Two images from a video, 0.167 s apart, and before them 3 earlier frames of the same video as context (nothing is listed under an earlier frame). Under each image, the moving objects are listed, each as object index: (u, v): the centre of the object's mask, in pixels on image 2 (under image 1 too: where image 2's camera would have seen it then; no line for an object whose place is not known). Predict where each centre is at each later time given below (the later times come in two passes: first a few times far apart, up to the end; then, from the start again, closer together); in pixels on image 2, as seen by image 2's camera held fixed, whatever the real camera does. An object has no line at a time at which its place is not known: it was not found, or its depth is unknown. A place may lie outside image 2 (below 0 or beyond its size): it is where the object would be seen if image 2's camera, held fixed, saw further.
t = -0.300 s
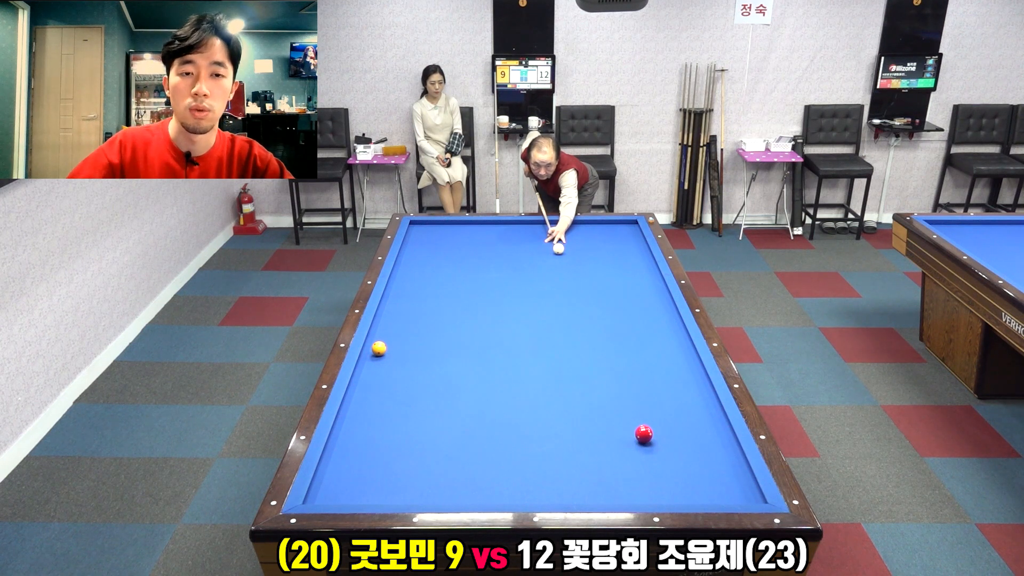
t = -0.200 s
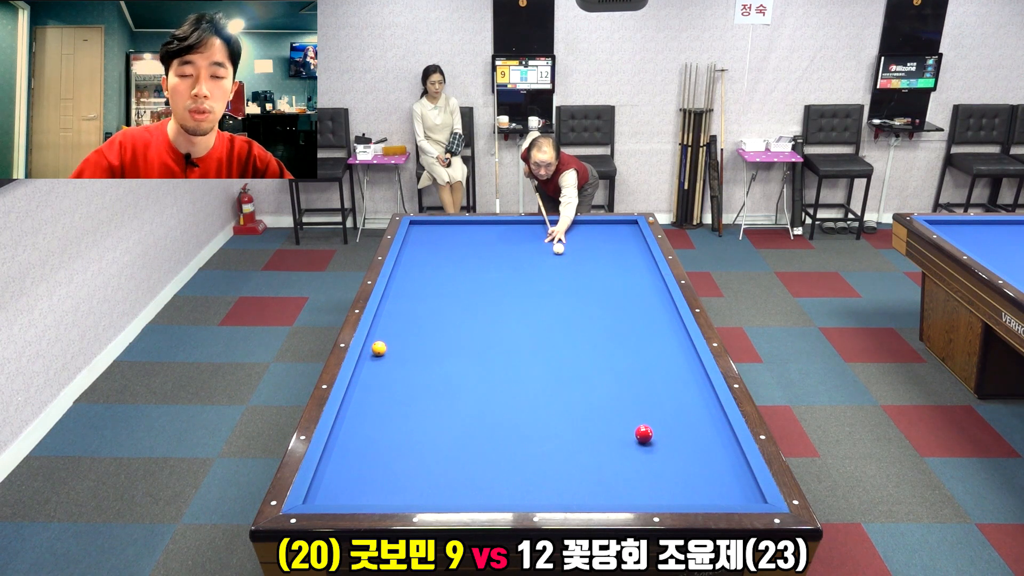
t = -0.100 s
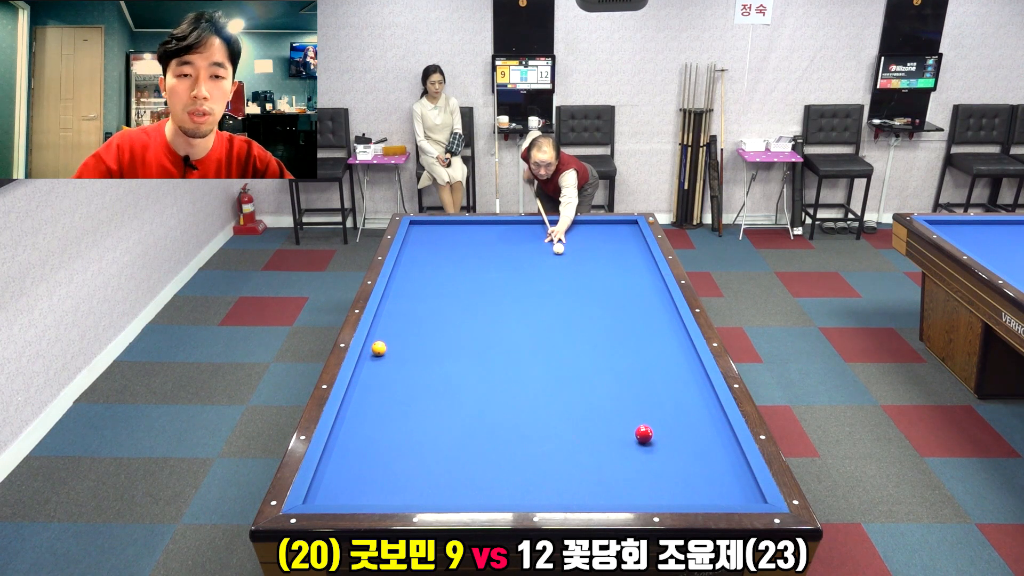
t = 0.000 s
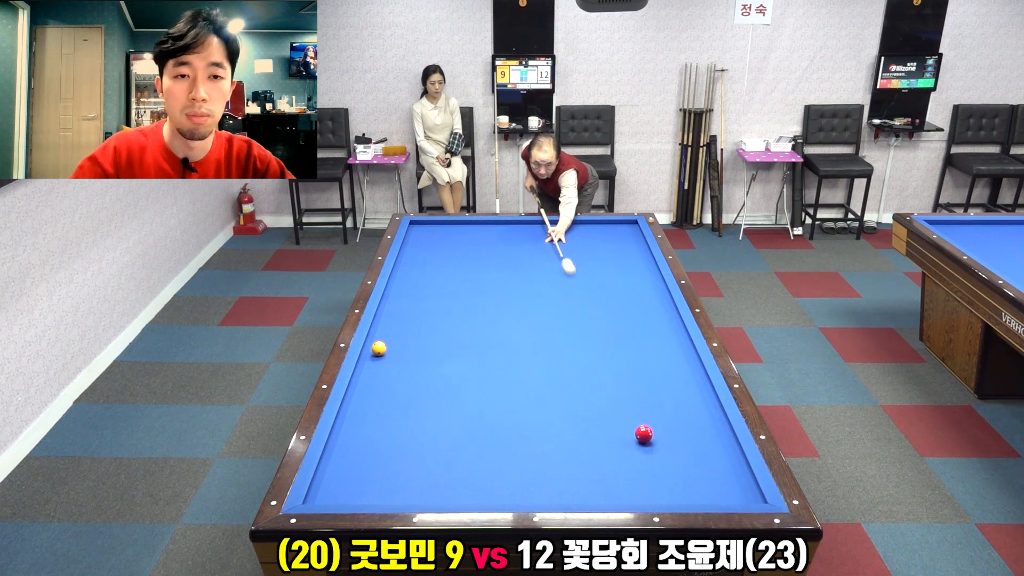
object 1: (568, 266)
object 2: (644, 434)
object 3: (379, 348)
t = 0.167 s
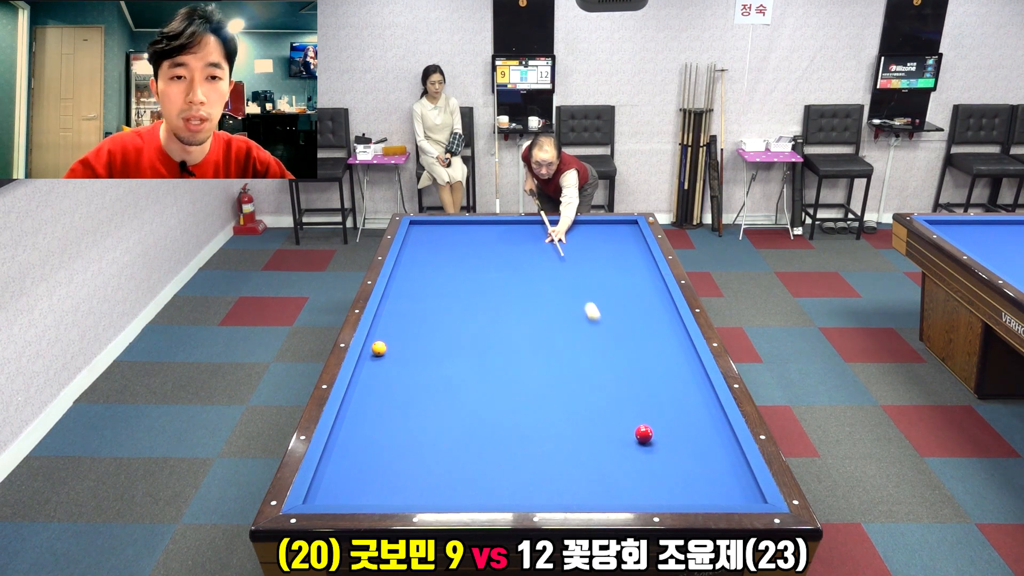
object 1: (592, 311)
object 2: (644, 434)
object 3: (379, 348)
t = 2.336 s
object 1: (382, 351)
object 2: (420, 292)
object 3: (375, 333)
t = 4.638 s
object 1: (542, 303)
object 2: (487, 241)
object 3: (437, 256)
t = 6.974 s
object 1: (637, 274)
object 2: (599, 294)
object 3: (466, 227)
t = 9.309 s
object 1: (629, 262)
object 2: (672, 343)
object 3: (474, 240)
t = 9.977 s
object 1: (625, 260)
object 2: (664, 353)
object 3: (476, 241)
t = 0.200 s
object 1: (597, 321)
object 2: (643, 434)
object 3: (379, 348)
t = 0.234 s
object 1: (602, 332)
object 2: (644, 434)
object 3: (379, 348)
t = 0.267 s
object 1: (608, 343)
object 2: (644, 434)
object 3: (379, 348)
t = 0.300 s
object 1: (614, 355)
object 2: (644, 434)
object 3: (379, 348)
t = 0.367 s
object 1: (628, 381)
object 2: (644, 434)
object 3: (379, 348)
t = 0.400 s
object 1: (636, 395)
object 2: (643, 434)
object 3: (379, 348)
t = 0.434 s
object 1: (643, 409)
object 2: (644, 434)
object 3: (379, 348)
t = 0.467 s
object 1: (654, 423)
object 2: (643, 435)
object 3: (379, 348)
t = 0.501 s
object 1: (670, 431)
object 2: (634, 445)
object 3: (379, 348)
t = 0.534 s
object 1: (687, 437)
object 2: (625, 457)
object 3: (379, 348)
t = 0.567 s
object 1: (705, 444)
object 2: (616, 469)
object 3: (379, 348)
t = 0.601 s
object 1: (723, 452)
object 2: (607, 481)
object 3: (379, 348)
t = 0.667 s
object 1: (730, 466)
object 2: (588, 494)
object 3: (379, 348)
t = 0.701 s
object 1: (721, 474)
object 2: (582, 488)
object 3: (379, 348)
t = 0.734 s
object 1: (713, 480)
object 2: (576, 479)
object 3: (379, 348)
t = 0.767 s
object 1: (706, 488)
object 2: (570, 472)
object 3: (379, 348)
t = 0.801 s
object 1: (699, 495)
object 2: (564, 465)
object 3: (379, 348)
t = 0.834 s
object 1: (687, 493)
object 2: (559, 458)
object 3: (379, 348)
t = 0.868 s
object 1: (674, 487)
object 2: (554, 453)
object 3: (379, 348)
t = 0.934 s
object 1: (652, 475)
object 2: (546, 442)
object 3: (379, 348)
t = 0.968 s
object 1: (641, 470)
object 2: (541, 436)
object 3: (379, 348)
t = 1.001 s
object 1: (631, 465)
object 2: (537, 431)
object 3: (379, 348)
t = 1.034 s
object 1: (620, 460)
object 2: (533, 426)
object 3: (379, 348)
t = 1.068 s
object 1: (611, 457)
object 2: (528, 421)
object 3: (379, 348)
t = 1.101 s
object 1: (601, 453)
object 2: (525, 416)
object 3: (379, 348)
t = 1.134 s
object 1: (592, 448)
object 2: (520, 412)
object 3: (379, 348)
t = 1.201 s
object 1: (573, 440)
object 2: (513, 403)
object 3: (379, 348)
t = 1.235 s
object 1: (565, 436)
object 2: (509, 398)
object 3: (379, 348)
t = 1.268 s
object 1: (556, 432)
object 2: (506, 394)
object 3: (379, 348)
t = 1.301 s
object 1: (547, 428)
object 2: (502, 390)
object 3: (379, 348)
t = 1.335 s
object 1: (538, 424)
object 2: (498, 385)
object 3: (379, 348)
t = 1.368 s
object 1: (530, 421)
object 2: (495, 381)
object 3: (379, 348)
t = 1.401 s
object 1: (522, 417)
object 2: (492, 377)
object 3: (379, 348)
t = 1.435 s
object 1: (514, 413)
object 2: (489, 373)
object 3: (379, 348)
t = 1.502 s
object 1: (498, 407)
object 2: (482, 366)
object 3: (379, 348)
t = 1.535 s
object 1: (490, 403)
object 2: (479, 362)
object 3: (379, 348)
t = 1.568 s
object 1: (483, 400)
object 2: (476, 359)
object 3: (379, 348)
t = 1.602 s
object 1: (475, 396)
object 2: (473, 355)
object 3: (379, 348)
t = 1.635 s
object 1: (468, 393)
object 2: (470, 352)
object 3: (379, 348)
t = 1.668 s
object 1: (461, 390)
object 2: (468, 349)
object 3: (379, 348)
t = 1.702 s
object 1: (454, 387)
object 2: (465, 345)
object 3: (379, 348)
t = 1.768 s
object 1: (440, 381)
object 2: (459, 339)
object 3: (379, 348)
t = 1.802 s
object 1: (433, 378)
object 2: (457, 336)
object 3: (379, 348)
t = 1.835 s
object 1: (427, 375)
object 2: (454, 332)
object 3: (379, 348)
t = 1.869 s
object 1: (420, 372)
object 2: (452, 329)
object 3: (379, 348)
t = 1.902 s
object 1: (414, 369)
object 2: (449, 326)
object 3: (379, 348)
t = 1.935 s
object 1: (407, 367)
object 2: (447, 323)
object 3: (379, 348)
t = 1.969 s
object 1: (401, 364)
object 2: (444, 321)
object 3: (379, 348)
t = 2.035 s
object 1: (389, 359)
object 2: (439, 315)
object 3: (378, 348)
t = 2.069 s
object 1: (383, 356)
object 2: (437, 312)
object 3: (378, 346)
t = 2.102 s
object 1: (378, 355)
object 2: (435, 310)
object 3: (378, 344)
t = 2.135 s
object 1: (373, 355)
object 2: (433, 307)
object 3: (377, 343)
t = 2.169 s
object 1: (368, 355)
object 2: (430, 304)
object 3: (376, 342)
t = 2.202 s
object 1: (368, 355)
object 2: (428, 302)
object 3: (375, 340)
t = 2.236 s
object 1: (372, 354)
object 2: (426, 299)
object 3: (374, 338)
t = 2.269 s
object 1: (376, 352)
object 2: (424, 297)
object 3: (374, 336)
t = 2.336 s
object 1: (382, 351)
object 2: (420, 292)
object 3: (375, 333)
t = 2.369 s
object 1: (385, 350)
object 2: (418, 289)
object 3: (377, 331)
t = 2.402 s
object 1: (388, 349)
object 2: (416, 287)
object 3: (378, 329)
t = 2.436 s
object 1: (391, 348)
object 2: (414, 285)
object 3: (379, 328)
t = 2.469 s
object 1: (394, 347)
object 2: (412, 283)
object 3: (380, 326)
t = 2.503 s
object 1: (396, 346)
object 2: (410, 280)
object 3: (382, 325)
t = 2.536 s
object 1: (399, 346)
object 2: (408, 278)
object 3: (383, 323)
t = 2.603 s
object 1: (405, 344)
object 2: (405, 274)
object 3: (385, 320)
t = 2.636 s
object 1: (408, 343)
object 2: (403, 272)
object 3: (386, 319)
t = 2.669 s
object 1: (411, 342)
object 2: (401, 270)
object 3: (387, 318)
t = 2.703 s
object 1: (413, 341)
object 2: (399, 267)
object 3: (389, 316)
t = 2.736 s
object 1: (416, 341)
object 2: (399, 266)
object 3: (390, 315)
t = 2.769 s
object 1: (419, 340)
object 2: (401, 264)
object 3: (391, 313)
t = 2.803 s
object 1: (422, 339)
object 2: (403, 262)
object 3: (392, 312)
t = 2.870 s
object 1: (427, 338)
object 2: (407, 259)
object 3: (394, 309)
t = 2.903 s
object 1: (430, 337)
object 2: (408, 257)
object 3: (395, 308)
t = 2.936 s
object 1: (432, 336)
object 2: (410, 256)
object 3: (396, 307)
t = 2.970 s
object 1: (435, 335)
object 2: (412, 254)
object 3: (397, 306)
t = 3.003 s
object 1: (437, 334)
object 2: (414, 253)
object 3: (398, 304)
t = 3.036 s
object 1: (440, 334)
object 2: (415, 251)
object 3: (399, 303)
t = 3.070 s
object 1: (442, 333)
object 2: (417, 250)
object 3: (400, 302)
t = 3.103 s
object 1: (445, 332)
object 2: (419, 248)
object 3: (401, 301)
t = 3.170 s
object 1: (450, 331)
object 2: (422, 245)
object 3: (403, 298)
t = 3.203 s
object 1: (452, 330)
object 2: (424, 244)
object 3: (404, 297)
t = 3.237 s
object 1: (455, 329)
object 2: (425, 242)
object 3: (405, 296)
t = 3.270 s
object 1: (457, 328)
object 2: (427, 241)
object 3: (406, 295)
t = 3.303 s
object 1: (459, 328)
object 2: (428, 239)
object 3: (407, 293)
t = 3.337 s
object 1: (462, 327)
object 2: (430, 238)
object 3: (408, 292)
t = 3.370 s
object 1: (464, 326)
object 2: (431, 237)
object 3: (409, 291)
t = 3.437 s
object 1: (469, 325)
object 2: (435, 234)
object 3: (410, 289)
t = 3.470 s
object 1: (471, 324)
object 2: (436, 233)
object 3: (411, 288)
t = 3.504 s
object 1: (473, 323)
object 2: (437, 231)
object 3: (412, 287)
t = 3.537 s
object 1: (476, 323)
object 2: (439, 230)
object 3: (413, 286)
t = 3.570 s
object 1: (478, 322)
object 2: (440, 229)
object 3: (414, 285)
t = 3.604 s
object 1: (480, 321)
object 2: (442, 228)
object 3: (415, 284)
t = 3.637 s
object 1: (482, 321)
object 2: (443, 226)
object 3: (416, 283)
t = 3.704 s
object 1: (487, 319)
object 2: (446, 224)
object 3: (417, 280)
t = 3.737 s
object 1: (489, 319)
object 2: (447, 223)
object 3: (418, 280)
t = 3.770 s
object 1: (491, 318)
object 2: (448, 222)
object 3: (419, 279)
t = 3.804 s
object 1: (493, 318)
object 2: (450, 223)
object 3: (420, 278)
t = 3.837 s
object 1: (495, 317)
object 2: (452, 223)
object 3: (420, 277)
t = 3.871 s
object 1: (498, 316)
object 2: (453, 225)
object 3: (421, 276)
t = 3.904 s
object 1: (500, 316)
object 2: (454, 225)
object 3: (422, 275)
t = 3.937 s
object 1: (502, 315)
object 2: (456, 226)
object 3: (423, 274)
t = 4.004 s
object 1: (506, 314)
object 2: (459, 227)
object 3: (424, 272)
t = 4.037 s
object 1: (508, 313)
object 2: (460, 228)
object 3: (425, 271)
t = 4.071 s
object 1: (510, 313)
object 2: (462, 229)
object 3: (426, 270)
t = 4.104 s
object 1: (512, 312)
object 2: (463, 230)
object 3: (426, 269)
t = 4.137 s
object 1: (514, 311)
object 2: (465, 230)
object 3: (427, 268)
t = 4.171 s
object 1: (516, 311)
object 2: (466, 231)
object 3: (428, 267)
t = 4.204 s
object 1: (518, 310)
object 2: (467, 232)
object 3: (429, 266)
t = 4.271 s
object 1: (522, 309)
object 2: (470, 233)
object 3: (430, 264)
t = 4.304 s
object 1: (523, 309)
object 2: (472, 234)
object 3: (431, 264)
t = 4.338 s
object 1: (525, 308)
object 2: (473, 234)
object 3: (431, 263)
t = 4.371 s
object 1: (527, 307)
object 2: (475, 235)
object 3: (432, 262)
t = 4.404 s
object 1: (529, 307)
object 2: (476, 236)
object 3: (433, 261)
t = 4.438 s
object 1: (531, 306)
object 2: (478, 237)
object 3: (433, 260)
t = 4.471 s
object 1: (533, 306)
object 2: (479, 237)
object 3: (434, 259)
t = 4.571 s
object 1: (538, 304)
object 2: (484, 239)
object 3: (436, 257)
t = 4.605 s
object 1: (540, 304)
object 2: (485, 240)
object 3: (436, 256)
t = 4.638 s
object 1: (542, 303)
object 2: (487, 241)
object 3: (437, 256)
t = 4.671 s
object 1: (544, 303)
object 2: (488, 242)
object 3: (437, 255)
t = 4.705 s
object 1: (545, 302)
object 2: (490, 242)
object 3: (438, 254)
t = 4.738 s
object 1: (547, 301)
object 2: (491, 243)
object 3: (439, 253)
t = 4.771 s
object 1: (549, 301)
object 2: (493, 244)
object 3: (439, 252)
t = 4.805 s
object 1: (551, 300)
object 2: (495, 245)
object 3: (440, 252)
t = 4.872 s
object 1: (554, 299)
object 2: (497, 246)
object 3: (441, 250)
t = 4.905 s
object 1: (556, 299)
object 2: (499, 247)
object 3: (442, 249)
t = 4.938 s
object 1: (557, 298)
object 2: (500, 247)
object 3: (442, 249)
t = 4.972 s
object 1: (559, 298)
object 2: (502, 248)
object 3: (443, 248)
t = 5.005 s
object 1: (560, 297)
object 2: (504, 249)
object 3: (443, 247)
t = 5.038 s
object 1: (562, 297)
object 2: (505, 250)
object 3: (444, 246)
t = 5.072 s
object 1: (564, 296)
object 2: (507, 250)
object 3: (444, 246)
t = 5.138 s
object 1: (567, 295)
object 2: (510, 252)
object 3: (446, 244)
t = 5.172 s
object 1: (568, 295)
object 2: (512, 253)
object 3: (446, 244)
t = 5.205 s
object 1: (570, 294)
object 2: (513, 253)
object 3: (447, 243)
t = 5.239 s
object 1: (571, 294)
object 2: (515, 254)
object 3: (447, 242)
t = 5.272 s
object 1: (573, 293)
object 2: (516, 255)
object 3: (448, 242)
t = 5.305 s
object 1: (574, 293)
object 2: (518, 256)
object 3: (448, 241)
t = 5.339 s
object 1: (576, 292)
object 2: (519, 256)
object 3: (449, 240)
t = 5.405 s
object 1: (579, 292)
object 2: (522, 258)
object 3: (450, 239)
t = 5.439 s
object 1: (580, 291)
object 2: (524, 259)
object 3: (450, 238)
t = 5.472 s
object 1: (582, 291)
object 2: (526, 259)
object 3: (451, 238)
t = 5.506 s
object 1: (583, 290)
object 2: (527, 260)
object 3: (451, 237)
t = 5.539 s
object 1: (585, 290)
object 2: (529, 261)
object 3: (452, 236)
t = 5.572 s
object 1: (586, 289)
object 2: (530, 262)
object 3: (452, 236)
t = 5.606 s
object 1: (588, 289)
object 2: (532, 262)
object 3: (453, 235)
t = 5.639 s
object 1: (589, 289)
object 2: (534, 263)
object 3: (453, 235)
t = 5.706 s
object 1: (592, 288)
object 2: (537, 265)
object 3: (454, 233)
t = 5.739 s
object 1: (593, 287)
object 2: (539, 265)
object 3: (455, 233)
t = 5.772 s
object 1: (594, 287)
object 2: (540, 266)
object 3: (455, 232)
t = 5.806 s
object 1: (596, 287)
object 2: (542, 267)
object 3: (455, 232)
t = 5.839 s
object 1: (597, 286)
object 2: (543, 268)
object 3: (456, 231)
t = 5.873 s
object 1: (598, 286)
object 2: (545, 269)
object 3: (456, 230)
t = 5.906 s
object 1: (600, 285)
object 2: (547, 269)
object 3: (457, 230)
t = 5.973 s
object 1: (602, 284)
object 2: (550, 271)
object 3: (458, 229)
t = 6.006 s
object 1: (604, 284)
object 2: (551, 271)
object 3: (458, 228)
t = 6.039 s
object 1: (605, 284)
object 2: (553, 272)
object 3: (459, 228)
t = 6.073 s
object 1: (606, 283)
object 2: (555, 273)
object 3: (459, 227)
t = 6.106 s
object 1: (607, 283)
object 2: (556, 274)
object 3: (460, 227)
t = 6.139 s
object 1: (609, 282)
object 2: (558, 274)
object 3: (460, 226)
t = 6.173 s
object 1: (610, 282)
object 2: (560, 275)
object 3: (460, 225)
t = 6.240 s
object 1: (612, 281)
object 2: (563, 277)
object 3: (461, 224)
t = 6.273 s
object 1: (614, 281)
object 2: (565, 278)
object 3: (462, 224)
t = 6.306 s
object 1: (615, 281)
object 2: (566, 278)
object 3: (462, 223)
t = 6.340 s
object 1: (616, 280)
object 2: (568, 279)
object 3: (462, 223)
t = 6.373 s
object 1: (617, 280)
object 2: (569, 280)
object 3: (463, 222)
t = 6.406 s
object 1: (618, 279)
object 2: (571, 281)
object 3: (463, 222)
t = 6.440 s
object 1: (619, 279)
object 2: (573, 281)
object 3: (463, 222)
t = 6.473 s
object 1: (620, 279)
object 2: (574, 282)
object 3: (464, 222)
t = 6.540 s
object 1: (623, 278)
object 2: (578, 284)
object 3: (464, 223)
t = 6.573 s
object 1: (624, 278)
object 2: (579, 284)
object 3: (464, 223)
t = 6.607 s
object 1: (625, 277)
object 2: (581, 285)
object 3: (464, 223)
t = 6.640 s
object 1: (626, 277)
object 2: (582, 286)
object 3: (464, 224)
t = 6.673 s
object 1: (627, 277)
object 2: (584, 287)
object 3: (465, 224)
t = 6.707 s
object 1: (628, 276)
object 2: (586, 288)
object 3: (465, 224)
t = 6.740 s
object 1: (629, 276)
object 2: (588, 289)
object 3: (465, 225)
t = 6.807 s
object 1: (631, 275)
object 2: (591, 290)
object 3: (465, 225)
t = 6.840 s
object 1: (633, 275)
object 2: (592, 291)
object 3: (465, 225)
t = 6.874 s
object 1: (634, 275)
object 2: (594, 291)
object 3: (465, 226)
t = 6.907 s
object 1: (635, 274)
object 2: (596, 292)
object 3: (466, 226)
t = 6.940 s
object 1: (636, 274)
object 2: (597, 293)
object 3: (466, 226)
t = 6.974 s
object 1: (637, 274)
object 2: (599, 294)
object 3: (466, 227)
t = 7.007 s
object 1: (638, 273)
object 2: (600, 294)
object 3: (466, 227)
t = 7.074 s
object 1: (640, 273)
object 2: (604, 296)
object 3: (466, 227)
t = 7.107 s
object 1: (641, 272)
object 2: (606, 297)
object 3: (466, 227)
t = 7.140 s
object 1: (642, 272)
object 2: (607, 297)
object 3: (466, 228)
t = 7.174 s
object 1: (643, 272)
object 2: (609, 298)
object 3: (467, 228)
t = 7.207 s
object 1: (644, 272)
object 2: (611, 299)
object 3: (467, 228)
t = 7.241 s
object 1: (645, 271)
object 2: (612, 300)
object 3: (467, 229)
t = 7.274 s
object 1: (645, 271)
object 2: (614, 301)
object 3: (467, 229)
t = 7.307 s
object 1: (646, 271)
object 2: (616, 301)
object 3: (467, 229)
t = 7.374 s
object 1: (648, 270)
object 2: (619, 303)
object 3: (467, 230)
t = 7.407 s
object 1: (649, 270)
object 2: (621, 304)
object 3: (468, 230)
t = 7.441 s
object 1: (650, 270)
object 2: (622, 304)
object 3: (468, 230)
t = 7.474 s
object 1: (651, 269)
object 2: (624, 305)
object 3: (468, 230)
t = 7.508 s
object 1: (652, 269)
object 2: (626, 306)
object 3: (468, 231)
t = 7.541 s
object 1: (653, 268)
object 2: (627, 307)
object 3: (468, 231)
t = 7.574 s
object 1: (653, 268)
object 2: (629, 308)
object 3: (468, 231)
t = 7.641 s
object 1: (652, 268)
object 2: (632, 309)
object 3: (469, 231)
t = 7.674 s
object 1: (651, 268)
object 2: (634, 310)
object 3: (469, 232)
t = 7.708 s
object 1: (651, 268)
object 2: (636, 311)
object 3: (469, 232)
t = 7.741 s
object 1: (650, 267)
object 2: (637, 311)
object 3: (469, 232)
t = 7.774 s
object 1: (650, 267)
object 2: (639, 312)
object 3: (469, 232)
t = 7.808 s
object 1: (649, 267)
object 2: (641, 313)
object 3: (469, 232)
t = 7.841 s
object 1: (649, 267)
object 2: (642, 314)
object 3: (469, 233)
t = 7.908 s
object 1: (647, 267)
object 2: (646, 315)
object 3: (469, 233)
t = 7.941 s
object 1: (647, 266)
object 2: (647, 316)
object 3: (470, 233)
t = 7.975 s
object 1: (646, 266)
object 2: (649, 317)
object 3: (470, 234)
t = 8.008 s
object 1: (646, 266)
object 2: (651, 318)
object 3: (470, 234)
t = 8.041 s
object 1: (645, 266)
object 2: (652, 318)
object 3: (470, 234)
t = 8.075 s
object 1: (645, 266)
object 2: (654, 319)
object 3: (470, 234)
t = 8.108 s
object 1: (644, 266)
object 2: (656, 320)
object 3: (470, 234)
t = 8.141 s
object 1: (644, 265)
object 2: (658, 321)
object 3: (470, 235)
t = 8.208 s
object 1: (643, 265)
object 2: (661, 322)
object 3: (470, 235)
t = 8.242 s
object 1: (642, 265)
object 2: (663, 323)
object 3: (471, 235)
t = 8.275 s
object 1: (642, 265)
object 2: (664, 324)
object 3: (471, 235)
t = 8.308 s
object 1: (641, 265)
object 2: (666, 324)
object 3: (471, 235)
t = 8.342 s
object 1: (641, 264)
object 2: (668, 325)
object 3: (471, 236)
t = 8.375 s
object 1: (640, 264)
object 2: (669, 326)
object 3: (471, 236)
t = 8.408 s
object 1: (640, 264)
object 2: (671, 327)
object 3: (471, 236)
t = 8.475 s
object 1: (639, 264)
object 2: (674, 328)
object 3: (471, 236)
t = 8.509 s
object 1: (638, 264)
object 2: (676, 329)
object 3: (471, 236)
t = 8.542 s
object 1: (638, 264)
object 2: (678, 330)
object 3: (472, 237)
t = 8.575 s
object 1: (637, 264)
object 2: (679, 331)
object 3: (472, 237)
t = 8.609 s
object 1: (637, 263)
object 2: (681, 332)
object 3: (472, 237)
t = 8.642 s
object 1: (636, 263)
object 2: (681, 332)
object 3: (472, 237)
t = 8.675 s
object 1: (636, 263)
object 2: (680, 333)
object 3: (472, 237)
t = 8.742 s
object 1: (635, 263)
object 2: (679, 334)
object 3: (472, 237)
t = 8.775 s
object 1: (635, 263)
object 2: (679, 334)
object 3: (472, 238)
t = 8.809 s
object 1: (635, 263)
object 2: (678, 335)
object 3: (473, 238)
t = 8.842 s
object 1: (634, 263)
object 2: (678, 336)
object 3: (473, 238)
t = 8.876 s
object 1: (634, 263)
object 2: (678, 336)
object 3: (473, 238)
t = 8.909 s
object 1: (633, 263)
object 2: (677, 337)
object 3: (473, 238)
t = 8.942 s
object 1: (633, 263)
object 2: (677, 337)
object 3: (473, 238)
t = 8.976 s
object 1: (633, 262)
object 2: (676, 338)
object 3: (473, 239)
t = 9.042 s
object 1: (632, 262)
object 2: (675, 339)
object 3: (473, 239)
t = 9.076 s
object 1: (632, 262)
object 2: (675, 339)
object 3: (474, 239)
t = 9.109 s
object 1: (631, 262)
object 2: (674, 340)
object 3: (474, 239)
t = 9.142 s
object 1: (631, 262)
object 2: (674, 340)
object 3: (474, 239)
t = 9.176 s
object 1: (631, 262)
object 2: (673, 341)
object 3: (474, 239)
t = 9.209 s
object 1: (630, 262)
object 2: (673, 342)
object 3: (474, 239)
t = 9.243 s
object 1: (630, 262)
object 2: (673, 342)
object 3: (474, 240)
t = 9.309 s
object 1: (629, 262)
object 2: (672, 343)
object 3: (474, 240)
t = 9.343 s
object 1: (629, 262)
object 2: (671, 344)
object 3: (475, 240)
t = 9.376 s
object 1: (629, 262)
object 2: (671, 344)
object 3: (475, 240)
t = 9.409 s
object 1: (628, 261)
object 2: (671, 345)
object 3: (475, 240)
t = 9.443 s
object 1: (628, 261)
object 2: (670, 345)
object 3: (475, 240)
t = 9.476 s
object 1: (628, 261)
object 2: (670, 346)
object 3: (475, 240)
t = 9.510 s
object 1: (628, 261)
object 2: (669, 346)
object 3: (475, 240)
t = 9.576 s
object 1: (627, 261)
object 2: (668, 347)
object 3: (475, 240)
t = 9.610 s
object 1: (627, 261)
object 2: (668, 348)
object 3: (475, 241)
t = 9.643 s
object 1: (627, 261)
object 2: (668, 348)
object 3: (475, 241)
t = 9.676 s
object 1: (627, 261)
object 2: (667, 349)
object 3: (475, 241)
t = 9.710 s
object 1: (626, 261)
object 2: (667, 349)
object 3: (475, 241)
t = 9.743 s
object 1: (626, 261)
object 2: (666, 349)
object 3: (476, 241)
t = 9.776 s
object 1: (626, 261)
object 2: (666, 350)
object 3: (476, 241)
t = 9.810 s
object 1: (626, 261)
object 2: (665, 351)
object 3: (476, 241)
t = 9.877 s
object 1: (625, 261)
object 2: (665, 351)
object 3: (476, 241)
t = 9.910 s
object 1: (625, 261)
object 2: (664, 352)
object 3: (476, 241)
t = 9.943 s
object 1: (625, 260)
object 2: (664, 352)
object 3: (476, 241)
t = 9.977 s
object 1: (625, 260)
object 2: (664, 353)
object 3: (476, 241)
